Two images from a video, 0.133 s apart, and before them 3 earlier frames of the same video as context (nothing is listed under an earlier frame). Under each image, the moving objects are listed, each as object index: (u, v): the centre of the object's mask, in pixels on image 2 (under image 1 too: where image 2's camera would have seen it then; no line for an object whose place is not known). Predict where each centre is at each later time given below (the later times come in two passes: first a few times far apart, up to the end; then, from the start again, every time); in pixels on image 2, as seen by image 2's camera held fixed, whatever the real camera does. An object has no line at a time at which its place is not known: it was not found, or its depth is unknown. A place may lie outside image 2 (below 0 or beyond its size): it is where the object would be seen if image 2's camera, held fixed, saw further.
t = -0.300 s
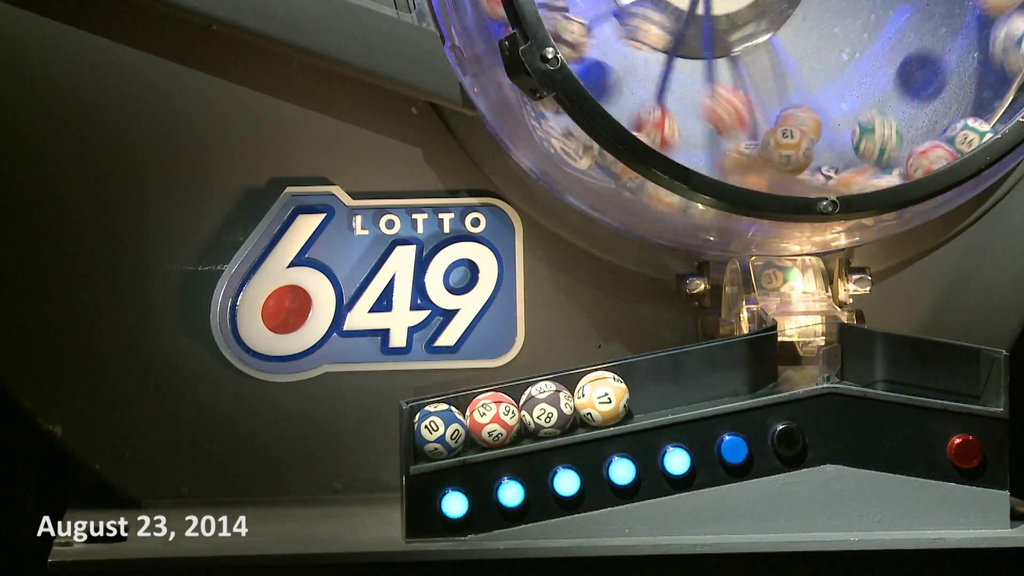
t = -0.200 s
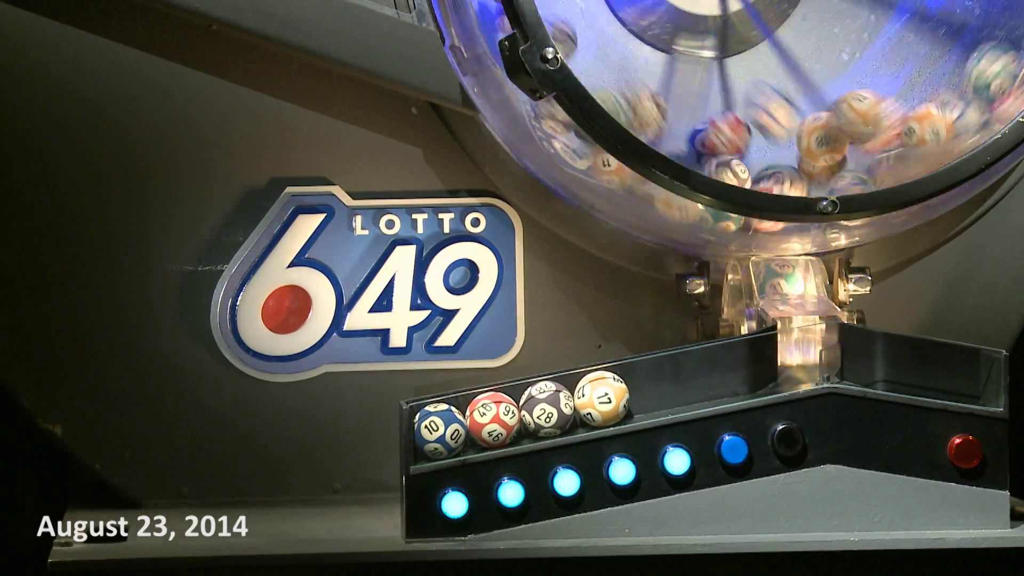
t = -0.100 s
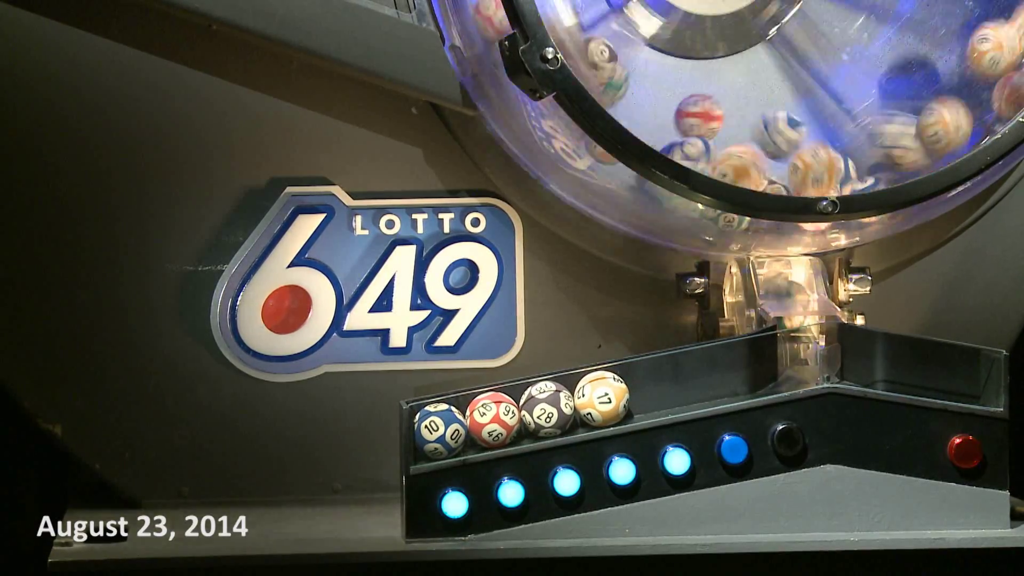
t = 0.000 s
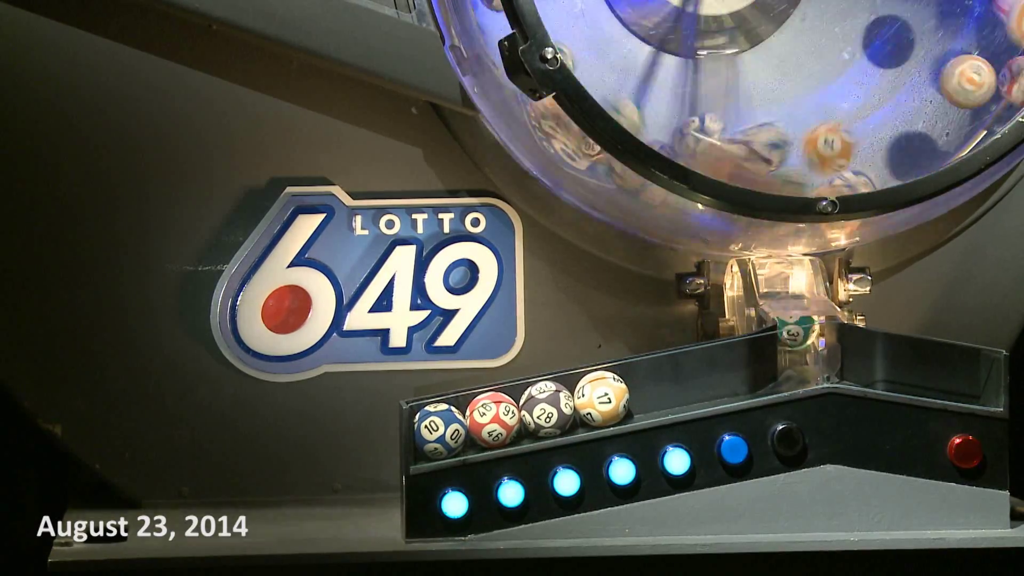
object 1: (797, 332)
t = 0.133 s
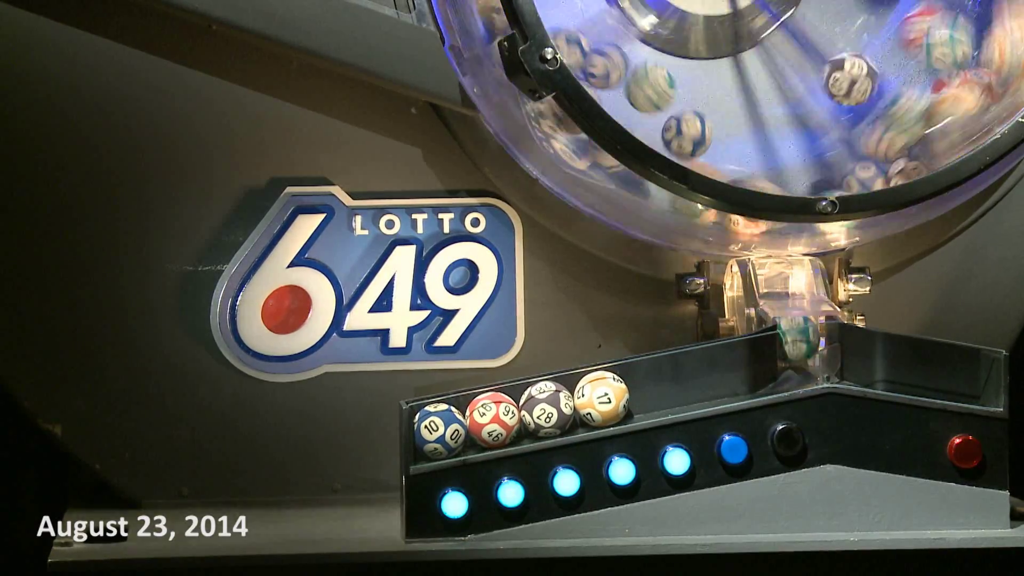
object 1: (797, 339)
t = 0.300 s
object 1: (805, 346)
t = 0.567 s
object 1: (749, 370)
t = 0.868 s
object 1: (655, 388)
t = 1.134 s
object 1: (656, 388)
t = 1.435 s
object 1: (655, 388)
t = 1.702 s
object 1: (655, 388)
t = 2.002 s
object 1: (655, 388)
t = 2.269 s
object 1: (655, 388)
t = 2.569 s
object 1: (655, 388)
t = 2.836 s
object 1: (655, 388)
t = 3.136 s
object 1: (655, 388)
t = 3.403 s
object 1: (655, 388)
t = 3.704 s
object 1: (655, 388)
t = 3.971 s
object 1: (655, 388)
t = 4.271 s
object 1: (655, 388)
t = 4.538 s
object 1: (655, 388)
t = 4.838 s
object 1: (655, 388)
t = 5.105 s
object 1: (655, 388)
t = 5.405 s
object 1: (655, 388)
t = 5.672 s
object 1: (655, 388)
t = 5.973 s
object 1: (655, 388)
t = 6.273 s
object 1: (655, 389)
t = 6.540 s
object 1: (655, 388)
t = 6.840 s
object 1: (656, 388)
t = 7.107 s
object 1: (657, 389)
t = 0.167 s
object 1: (799, 339)
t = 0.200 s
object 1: (799, 342)
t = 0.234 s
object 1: (801, 341)
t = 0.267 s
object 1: (802, 347)
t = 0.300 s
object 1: (805, 346)
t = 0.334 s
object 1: (805, 351)
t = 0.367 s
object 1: (800, 353)
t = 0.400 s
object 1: (796, 357)
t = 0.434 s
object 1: (789, 360)
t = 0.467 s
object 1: (780, 362)
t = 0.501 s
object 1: (770, 364)
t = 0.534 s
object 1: (759, 367)
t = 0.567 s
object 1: (749, 370)
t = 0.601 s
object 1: (741, 372)
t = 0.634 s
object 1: (732, 374)
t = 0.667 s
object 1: (722, 375)
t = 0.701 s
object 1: (710, 377)
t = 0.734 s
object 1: (698, 379)
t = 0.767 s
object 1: (685, 382)
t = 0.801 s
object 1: (671, 385)
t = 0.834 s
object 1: (657, 388)
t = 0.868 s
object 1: (655, 388)
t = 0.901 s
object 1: (657, 388)
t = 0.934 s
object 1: (657, 388)
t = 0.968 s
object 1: (655, 388)
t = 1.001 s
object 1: (656, 388)
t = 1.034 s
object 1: (656, 388)
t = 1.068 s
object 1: (656, 388)
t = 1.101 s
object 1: (655, 388)
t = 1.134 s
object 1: (656, 388)
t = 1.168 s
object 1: (656, 388)
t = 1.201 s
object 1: (655, 388)
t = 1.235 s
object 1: (655, 388)
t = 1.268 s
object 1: (655, 388)
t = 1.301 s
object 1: (655, 388)
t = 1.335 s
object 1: (655, 388)
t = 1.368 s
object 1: (655, 388)
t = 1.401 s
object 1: (655, 388)
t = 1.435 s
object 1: (655, 388)
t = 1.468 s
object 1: (655, 388)
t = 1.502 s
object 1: (655, 388)
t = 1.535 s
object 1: (655, 388)
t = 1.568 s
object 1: (655, 388)
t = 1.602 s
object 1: (655, 388)
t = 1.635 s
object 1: (655, 388)
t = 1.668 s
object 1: (655, 388)
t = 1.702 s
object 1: (655, 388)
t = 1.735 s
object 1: (655, 388)
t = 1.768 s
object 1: (655, 388)
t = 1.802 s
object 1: (655, 388)
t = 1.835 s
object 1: (655, 388)
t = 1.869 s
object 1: (655, 388)
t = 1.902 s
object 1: (655, 388)
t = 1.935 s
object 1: (655, 388)
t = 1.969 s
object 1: (655, 388)
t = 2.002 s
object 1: (655, 388)
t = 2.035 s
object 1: (655, 388)
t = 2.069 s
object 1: (655, 388)
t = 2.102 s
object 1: (655, 388)
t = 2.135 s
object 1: (655, 388)
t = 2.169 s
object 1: (655, 388)
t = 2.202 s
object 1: (655, 388)
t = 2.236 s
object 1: (655, 388)
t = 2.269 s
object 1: (655, 388)
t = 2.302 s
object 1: (655, 388)
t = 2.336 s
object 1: (655, 388)
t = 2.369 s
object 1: (655, 388)
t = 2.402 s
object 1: (655, 388)
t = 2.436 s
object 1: (655, 388)
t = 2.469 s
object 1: (655, 388)
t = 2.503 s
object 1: (655, 388)
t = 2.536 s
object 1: (655, 388)
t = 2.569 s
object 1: (655, 388)
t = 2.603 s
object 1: (655, 388)
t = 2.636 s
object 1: (655, 388)
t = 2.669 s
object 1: (655, 388)
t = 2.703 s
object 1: (655, 388)
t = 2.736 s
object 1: (655, 388)
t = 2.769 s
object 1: (655, 388)
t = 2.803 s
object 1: (655, 388)
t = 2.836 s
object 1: (655, 388)
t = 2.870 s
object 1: (655, 388)
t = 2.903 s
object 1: (655, 388)
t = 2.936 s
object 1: (655, 388)
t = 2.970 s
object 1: (655, 388)
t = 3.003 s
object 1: (655, 388)
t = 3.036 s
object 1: (655, 388)
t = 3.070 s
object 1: (655, 388)
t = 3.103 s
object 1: (655, 388)
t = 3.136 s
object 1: (655, 388)
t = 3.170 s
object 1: (655, 388)
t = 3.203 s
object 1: (655, 388)
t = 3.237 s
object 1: (655, 388)
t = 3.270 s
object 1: (655, 388)
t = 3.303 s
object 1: (655, 388)
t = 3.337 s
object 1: (655, 388)
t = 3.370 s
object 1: (655, 388)
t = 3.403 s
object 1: (655, 388)
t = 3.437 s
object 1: (655, 388)
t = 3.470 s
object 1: (655, 388)
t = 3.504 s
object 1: (655, 388)
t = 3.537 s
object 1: (655, 388)
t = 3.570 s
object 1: (655, 388)
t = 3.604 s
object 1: (655, 388)
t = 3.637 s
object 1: (655, 388)
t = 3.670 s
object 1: (655, 388)
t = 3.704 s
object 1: (655, 388)
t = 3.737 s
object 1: (655, 388)
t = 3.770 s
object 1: (655, 388)
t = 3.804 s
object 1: (655, 388)
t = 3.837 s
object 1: (655, 388)
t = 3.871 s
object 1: (655, 388)
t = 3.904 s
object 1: (655, 388)
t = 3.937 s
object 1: (655, 388)
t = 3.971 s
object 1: (655, 388)
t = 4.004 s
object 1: (655, 388)
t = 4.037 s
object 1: (655, 388)
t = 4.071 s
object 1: (655, 388)
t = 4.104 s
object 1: (655, 388)
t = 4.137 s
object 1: (655, 388)
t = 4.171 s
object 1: (655, 388)
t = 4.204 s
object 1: (655, 388)
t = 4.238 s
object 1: (655, 388)
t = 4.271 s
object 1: (655, 388)
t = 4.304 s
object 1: (655, 388)
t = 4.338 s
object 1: (655, 388)
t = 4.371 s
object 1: (655, 388)
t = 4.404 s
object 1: (655, 388)
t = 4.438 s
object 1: (655, 388)
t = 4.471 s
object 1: (655, 388)
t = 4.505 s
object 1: (655, 388)
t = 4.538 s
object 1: (655, 388)
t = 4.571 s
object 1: (655, 388)
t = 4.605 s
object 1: (655, 388)
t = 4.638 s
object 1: (655, 388)
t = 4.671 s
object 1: (655, 388)
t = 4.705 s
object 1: (655, 388)
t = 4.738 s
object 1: (655, 388)
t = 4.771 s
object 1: (655, 388)
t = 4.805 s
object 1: (655, 388)
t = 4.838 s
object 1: (655, 388)
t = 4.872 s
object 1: (655, 388)
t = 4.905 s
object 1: (655, 388)
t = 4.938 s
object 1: (655, 388)
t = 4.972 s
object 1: (655, 388)
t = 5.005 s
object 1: (655, 388)
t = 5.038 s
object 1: (655, 388)
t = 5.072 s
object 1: (655, 388)
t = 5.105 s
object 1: (655, 388)
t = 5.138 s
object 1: (655, 388)
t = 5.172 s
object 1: (655, 388)
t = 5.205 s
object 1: (655, 388)
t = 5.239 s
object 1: (655, 388)
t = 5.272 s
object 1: (655, 388)
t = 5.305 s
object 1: (655, 388)
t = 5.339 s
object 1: (655, 388)
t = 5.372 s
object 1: (655, 388)
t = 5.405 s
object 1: (655, 388)
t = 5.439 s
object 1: (655, 388)
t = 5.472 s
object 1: (655, 388)
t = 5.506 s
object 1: (655, 388)
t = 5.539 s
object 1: (655, 388)
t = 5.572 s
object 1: (655, 388)
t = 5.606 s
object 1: (655, 388)
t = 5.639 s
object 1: (655, 388)
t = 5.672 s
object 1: (655, 388)
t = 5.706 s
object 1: (655, 388)
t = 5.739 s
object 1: (655, 388)
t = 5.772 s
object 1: (655, 388)
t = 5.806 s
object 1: (655, 388)
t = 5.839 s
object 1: (655, 388)
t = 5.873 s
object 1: (655, 388)
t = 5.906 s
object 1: (655, 388)
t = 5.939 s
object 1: (655, 388)
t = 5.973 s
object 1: (655, 388)
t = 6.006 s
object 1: (655, 388)
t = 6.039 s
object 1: (655, 388)
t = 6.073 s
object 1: (655, 388)
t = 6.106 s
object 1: (655, 388)
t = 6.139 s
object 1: (654, 388)
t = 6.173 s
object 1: (655, 388)
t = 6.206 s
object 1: (655, 388)
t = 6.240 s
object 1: (655, 389)
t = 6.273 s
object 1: (655, 389)
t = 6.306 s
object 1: (655, 389)
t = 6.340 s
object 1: (655, 389)
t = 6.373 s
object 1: (655, 389)
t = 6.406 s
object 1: (655, 388)
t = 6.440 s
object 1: (655, 389)
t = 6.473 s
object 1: (655, 389)
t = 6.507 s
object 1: (655, 389)
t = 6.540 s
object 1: (655, 388)
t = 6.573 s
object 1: (655, 388)
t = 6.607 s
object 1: (655, 388)
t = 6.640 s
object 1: (655, 388)
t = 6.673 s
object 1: (656, 388)
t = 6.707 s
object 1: (655, 388)
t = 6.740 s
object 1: (655, 389)
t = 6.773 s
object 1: (656, 389)
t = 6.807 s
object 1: (656, 389)
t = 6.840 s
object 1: (656, 388)
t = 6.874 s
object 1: (656, 389)
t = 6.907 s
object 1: (656, 388)
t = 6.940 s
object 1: (656, 388)
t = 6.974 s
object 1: (657, 389)
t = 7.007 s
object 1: (657, 388)
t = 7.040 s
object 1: (657, 389)
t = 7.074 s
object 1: (657, 389)
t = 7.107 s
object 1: (657, 389)
